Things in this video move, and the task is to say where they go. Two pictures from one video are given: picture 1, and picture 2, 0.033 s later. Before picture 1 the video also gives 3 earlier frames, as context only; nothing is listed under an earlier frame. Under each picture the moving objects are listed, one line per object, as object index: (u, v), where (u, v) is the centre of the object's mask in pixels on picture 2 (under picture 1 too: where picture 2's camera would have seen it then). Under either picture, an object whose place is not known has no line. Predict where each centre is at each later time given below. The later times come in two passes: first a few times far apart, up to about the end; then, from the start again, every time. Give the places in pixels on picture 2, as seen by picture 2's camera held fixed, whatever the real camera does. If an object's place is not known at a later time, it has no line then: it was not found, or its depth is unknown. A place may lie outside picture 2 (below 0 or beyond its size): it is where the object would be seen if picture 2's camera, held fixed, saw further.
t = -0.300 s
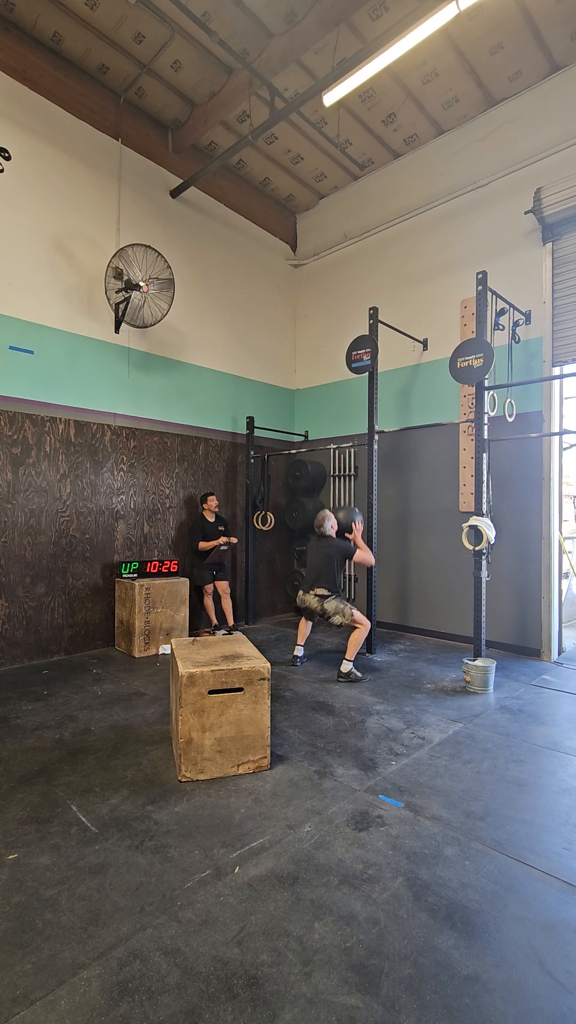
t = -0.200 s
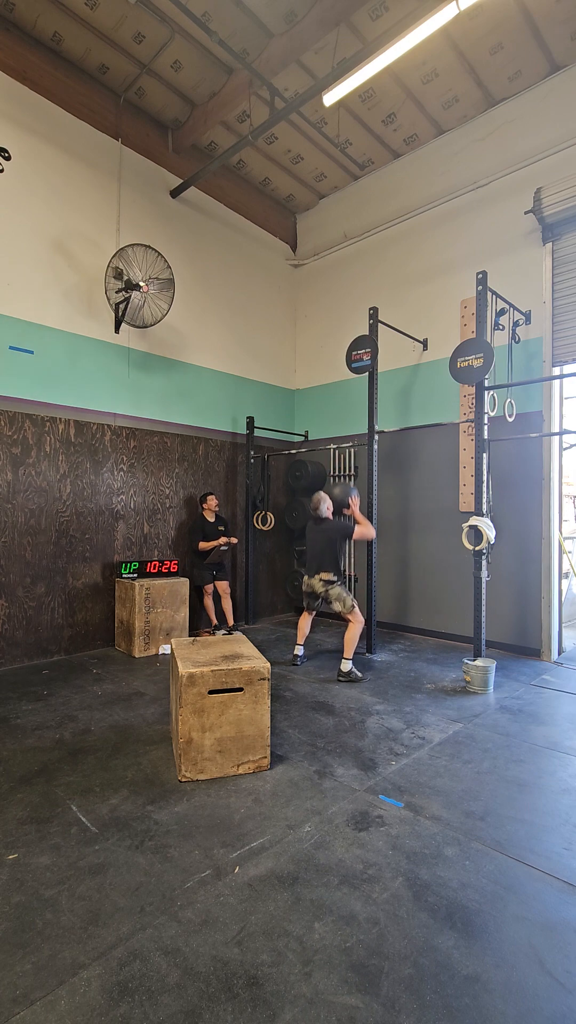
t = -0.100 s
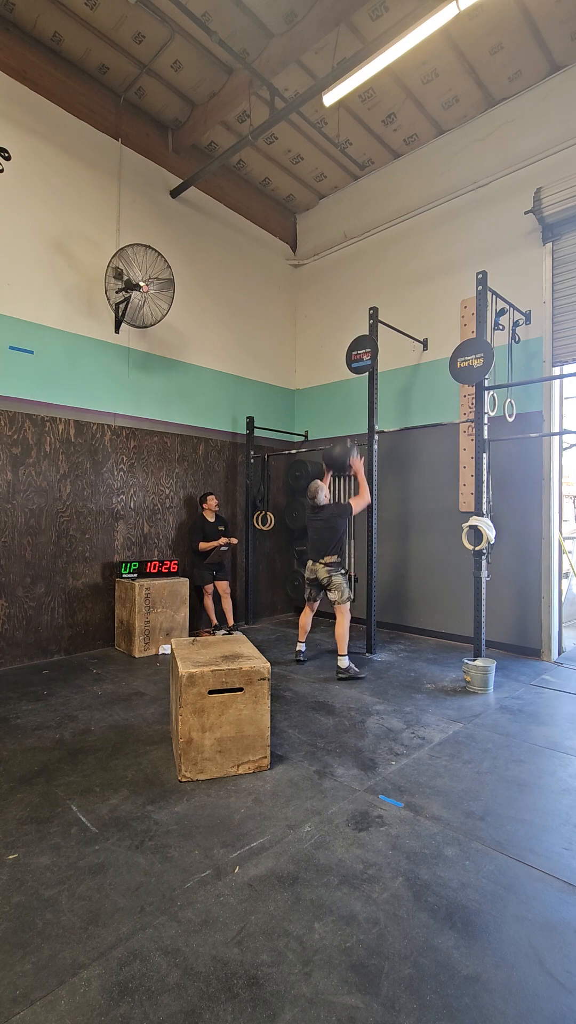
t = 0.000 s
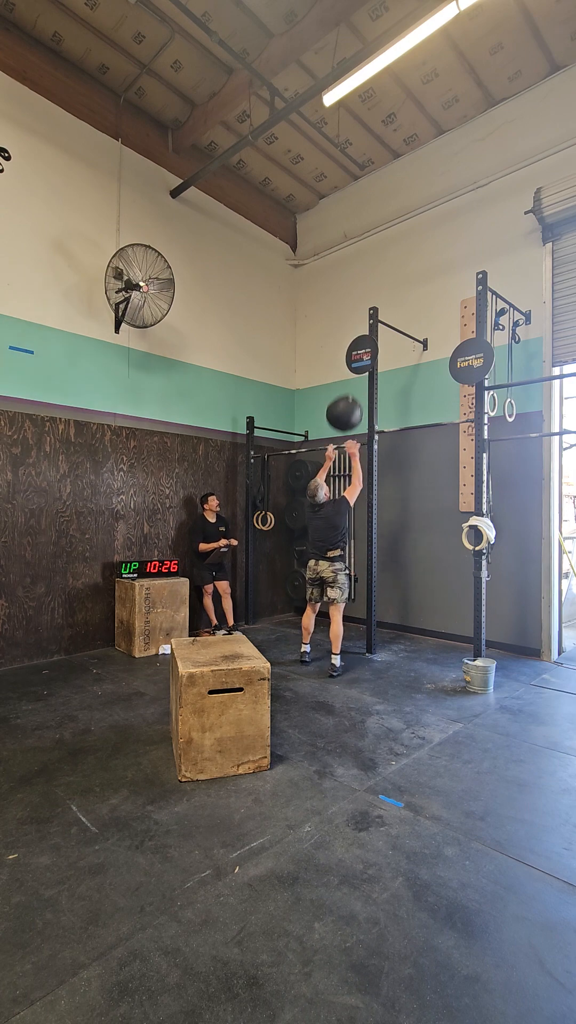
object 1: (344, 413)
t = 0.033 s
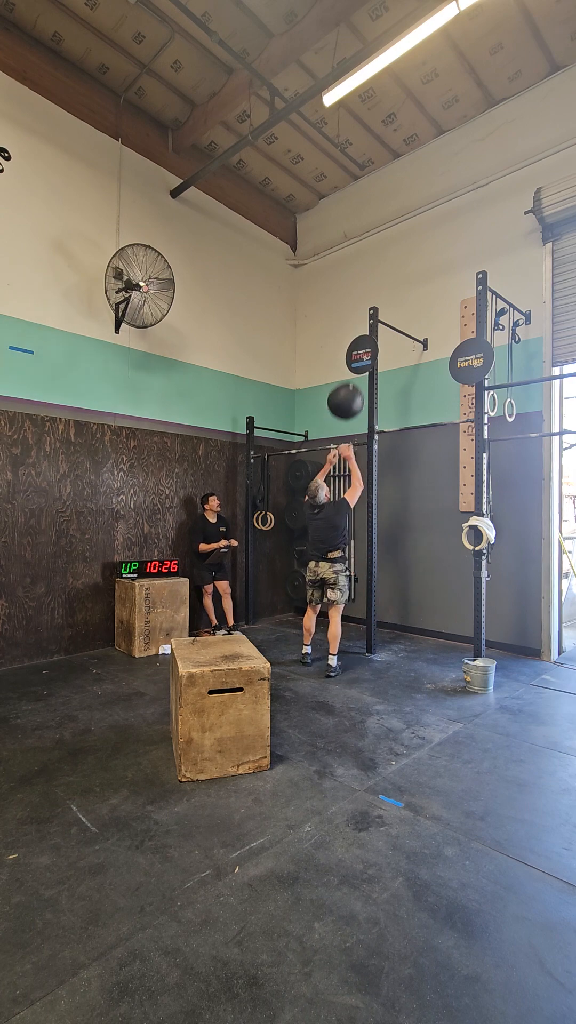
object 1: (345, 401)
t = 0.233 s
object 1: (352, 351)
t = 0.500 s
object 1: (356, 344)
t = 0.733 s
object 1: (353, 393)
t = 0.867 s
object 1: (352, 445)
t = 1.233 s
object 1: (348, 648)
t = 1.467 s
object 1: (354, 586)
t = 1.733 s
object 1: (361, 585)
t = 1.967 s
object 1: (366, 646)
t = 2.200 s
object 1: (371, 641)
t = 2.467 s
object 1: (375, 662)
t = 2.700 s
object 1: (375, 663)
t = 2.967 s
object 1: (375, 662)
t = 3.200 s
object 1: (374, 662)
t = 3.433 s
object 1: (374, 661)
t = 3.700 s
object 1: (374, 661)
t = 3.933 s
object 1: (374, 661)
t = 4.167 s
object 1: (374, 661)
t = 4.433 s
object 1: (374, 661)
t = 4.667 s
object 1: (374, 661)
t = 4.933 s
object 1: (374, 661)
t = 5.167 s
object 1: (374, 661)
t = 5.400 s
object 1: (374, 661)
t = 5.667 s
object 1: (374, 661)
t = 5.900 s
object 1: (374, 661)
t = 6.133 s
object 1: (374, 661)
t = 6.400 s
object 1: (374, 661)
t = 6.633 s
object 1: (374, 661)
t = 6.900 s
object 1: (374, 661)
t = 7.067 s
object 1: (374, 661)
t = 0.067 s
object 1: (347, 390)
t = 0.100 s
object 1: (348, 380)
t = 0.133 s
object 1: (349, 371)
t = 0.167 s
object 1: (350, 363)
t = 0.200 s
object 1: (352, 357)
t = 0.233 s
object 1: (352, 351)
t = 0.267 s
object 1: (354, 346)
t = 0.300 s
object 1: (355, 343)
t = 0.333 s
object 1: (356, 341)
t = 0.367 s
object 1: (357, 339)
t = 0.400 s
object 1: (357, 340)
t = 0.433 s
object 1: (357, 340)
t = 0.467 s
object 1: (356, 341)
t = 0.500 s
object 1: (356, 344)
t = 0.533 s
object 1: (356, 348)
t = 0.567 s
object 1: (356, 353)
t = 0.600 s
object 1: (355, 358)
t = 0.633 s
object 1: (355, 365)
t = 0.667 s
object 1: (354, 375)
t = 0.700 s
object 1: (354, 383)
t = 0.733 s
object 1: (353, 393)
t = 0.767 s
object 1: (353, 404)
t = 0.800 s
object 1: (352, 417)
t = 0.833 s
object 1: (352, 431)
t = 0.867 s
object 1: (352, 445)
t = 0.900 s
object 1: (352, 462)
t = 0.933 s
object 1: (352, 479)
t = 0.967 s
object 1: (352, 498)
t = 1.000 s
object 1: (351, 518)
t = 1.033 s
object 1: (351, 538)
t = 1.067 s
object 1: (350, 561)
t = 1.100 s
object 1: (349, 585)
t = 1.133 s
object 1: (349, 608)
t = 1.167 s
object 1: (348, 634)
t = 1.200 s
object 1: (348, 656)
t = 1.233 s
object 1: (348, 648)
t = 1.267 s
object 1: (349, 635)
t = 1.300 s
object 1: (350, 624)
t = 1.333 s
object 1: (351, 614)
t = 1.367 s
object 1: (352, 605)
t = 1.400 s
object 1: (353, 598)
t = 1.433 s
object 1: (354, 592)
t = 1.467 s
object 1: (354, 586)
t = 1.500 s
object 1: (355, 582)
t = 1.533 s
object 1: (356, 579)
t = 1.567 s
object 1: (357, 578)
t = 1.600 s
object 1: (357, 577)
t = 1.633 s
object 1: (358, 577)
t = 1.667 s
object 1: (359, 579)
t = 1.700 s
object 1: (360, 581)
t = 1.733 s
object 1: (361, 585)
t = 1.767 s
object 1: (362, 590)
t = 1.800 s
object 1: (362, 597)
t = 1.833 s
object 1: (363, 603)
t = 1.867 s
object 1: (364, 613)
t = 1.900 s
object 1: (365, 622)
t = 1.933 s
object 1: (366, 634)
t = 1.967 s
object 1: (366, 646)
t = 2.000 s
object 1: (367, 660)
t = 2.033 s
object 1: (367, 660)
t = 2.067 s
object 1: (368, 653)
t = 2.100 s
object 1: (369, 649)
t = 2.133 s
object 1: (370, 645)
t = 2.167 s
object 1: (370, 643)
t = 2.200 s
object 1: (371, 641)
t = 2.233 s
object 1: (371, 641)
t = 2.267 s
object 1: (372, 642)
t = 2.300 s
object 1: (372, 644)
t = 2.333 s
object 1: (373, 648)
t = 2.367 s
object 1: (374, 653)
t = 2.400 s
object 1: (374, 659)
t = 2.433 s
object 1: (374, 664)
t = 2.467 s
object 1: (375, 662)
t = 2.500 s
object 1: (375, 659)
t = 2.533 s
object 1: (375, 657)
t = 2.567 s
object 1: (375, 657)
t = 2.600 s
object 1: (375, 657)
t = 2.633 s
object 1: (375, 660)
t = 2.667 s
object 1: (375, 663)
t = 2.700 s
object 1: (375, 663)
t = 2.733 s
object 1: (375, 662)
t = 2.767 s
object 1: (375, 662)
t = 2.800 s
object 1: (375, 662)
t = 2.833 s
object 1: (375, 662)
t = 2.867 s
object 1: (375, 662)
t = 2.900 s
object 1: (375, 662)
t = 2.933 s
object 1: (375, 662)
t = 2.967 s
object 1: (375, 662)
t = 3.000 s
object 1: (375, 662)
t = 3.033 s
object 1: (375, 662)
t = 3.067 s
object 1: (375, 662)
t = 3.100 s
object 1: (375, 662)
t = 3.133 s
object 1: (374, 662)
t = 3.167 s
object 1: (374, 662)
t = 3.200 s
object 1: (374, 662)
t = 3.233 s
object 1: (374, 662)
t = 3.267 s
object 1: (374, 662)
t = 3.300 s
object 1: (374, 661)
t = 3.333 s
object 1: (374, 661)
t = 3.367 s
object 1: (374, 661)
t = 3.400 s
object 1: (374, 661)
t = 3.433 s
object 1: (374, 661)
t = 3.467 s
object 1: (374, 661)
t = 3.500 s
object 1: (374, 661)
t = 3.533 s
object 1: (374, 661)
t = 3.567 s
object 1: (374, 661)
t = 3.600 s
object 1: (374, 661)
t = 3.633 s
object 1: (374, 661)
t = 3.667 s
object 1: (374, 661)
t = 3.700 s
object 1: (374, 661)
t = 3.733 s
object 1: (374, 661)
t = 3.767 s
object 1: (374, 661)
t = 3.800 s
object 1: (374, 661)
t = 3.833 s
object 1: (374, 661)
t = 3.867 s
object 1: (374, 661)
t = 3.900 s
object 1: (374, 661)
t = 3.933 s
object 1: (374, 661)
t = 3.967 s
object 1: (374, 661)
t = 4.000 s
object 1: (374, 661)
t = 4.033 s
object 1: (374, 661)
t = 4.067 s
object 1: (374, 661)
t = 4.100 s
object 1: (374, 661)
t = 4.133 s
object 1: (374, 661)
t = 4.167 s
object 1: (374, 661)
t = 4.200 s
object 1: (374, 661)
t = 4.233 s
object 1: (374, 661)
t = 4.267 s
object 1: (374, 661)
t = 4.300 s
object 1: (374, 661)
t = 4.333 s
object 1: (374, 661)
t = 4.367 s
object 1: (374, 661)
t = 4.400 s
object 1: (374, 661)
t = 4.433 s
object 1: (374, 661)
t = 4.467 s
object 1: (374, 661)
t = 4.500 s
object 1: (374, 661)
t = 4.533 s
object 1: (374, 661)
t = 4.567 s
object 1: (374, 661)
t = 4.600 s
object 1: (374, 661)
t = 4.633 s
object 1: (374, 661)
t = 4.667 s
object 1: (374, 661)
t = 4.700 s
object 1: (374, 661)
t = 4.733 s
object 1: (374, 661)
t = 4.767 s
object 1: (374, 661)
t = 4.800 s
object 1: (374, 661)
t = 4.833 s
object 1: (374, 661)
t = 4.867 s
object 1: (374, 661)
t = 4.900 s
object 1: (374, 661)
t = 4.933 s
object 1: (374, 661)
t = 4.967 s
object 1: (374, 661)
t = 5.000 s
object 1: (374, 661)
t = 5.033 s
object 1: (374, 661)
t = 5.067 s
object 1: (374, 661)
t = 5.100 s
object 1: (374, 661)
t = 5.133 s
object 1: (374, 661)
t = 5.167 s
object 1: (374, 661)
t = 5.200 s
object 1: (374, 661)
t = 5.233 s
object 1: (374, 661)
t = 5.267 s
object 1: (374, 661)
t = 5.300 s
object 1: (374, 661)
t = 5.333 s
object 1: (374, 661)
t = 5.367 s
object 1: (374, 661)
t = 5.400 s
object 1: (374, 661)
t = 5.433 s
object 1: (374, 661)
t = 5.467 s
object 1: (374, 661)
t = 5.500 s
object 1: (374, 661)
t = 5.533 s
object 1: (374, 661)
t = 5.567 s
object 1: (374, 661)
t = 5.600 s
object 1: (374, 661)
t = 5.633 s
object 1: (374, 661)
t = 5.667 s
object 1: (374, 661)
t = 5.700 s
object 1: (374, 661)
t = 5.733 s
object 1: (374, 661)
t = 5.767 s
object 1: (374, 661)
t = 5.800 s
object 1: (374, 661)
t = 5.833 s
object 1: (374, 661)
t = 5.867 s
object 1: (374, 661)
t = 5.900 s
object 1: (374, 661)
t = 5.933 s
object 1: (374, 661)
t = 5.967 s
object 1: (374, 661)
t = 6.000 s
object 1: (374, 661)
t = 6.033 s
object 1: (374, 661)
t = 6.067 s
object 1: (374, 661)
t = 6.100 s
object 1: (374, 661)
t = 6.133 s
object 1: (374, 661)
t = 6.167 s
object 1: (374, 661)
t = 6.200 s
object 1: (374, 661)
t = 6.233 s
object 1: (374, 661)
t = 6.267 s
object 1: (374, 661)
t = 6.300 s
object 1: (374, 661)
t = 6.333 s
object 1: (374, 661)
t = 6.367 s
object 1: (374, 661)
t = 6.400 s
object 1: (374, 661)
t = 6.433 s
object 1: (374, 661)
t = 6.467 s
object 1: (374, 661)
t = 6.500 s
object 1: (374, 661)
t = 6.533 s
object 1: (374, 661)
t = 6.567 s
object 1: (374, 661)
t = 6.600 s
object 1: (374, 661)
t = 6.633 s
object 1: (374, 661)
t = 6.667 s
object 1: (374, 661)
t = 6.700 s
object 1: (374, 661)
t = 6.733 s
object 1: (374, 661)
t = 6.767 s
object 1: (374, 661)
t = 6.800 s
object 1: (374, 661)
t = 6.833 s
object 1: (374, 661)
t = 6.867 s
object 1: (374, 661)
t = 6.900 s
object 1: (374, 661)
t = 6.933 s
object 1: (374, 661)
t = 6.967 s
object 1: (374, 661)
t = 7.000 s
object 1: (374, 661)
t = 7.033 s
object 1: (374, 661)
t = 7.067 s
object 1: (374, 661)
